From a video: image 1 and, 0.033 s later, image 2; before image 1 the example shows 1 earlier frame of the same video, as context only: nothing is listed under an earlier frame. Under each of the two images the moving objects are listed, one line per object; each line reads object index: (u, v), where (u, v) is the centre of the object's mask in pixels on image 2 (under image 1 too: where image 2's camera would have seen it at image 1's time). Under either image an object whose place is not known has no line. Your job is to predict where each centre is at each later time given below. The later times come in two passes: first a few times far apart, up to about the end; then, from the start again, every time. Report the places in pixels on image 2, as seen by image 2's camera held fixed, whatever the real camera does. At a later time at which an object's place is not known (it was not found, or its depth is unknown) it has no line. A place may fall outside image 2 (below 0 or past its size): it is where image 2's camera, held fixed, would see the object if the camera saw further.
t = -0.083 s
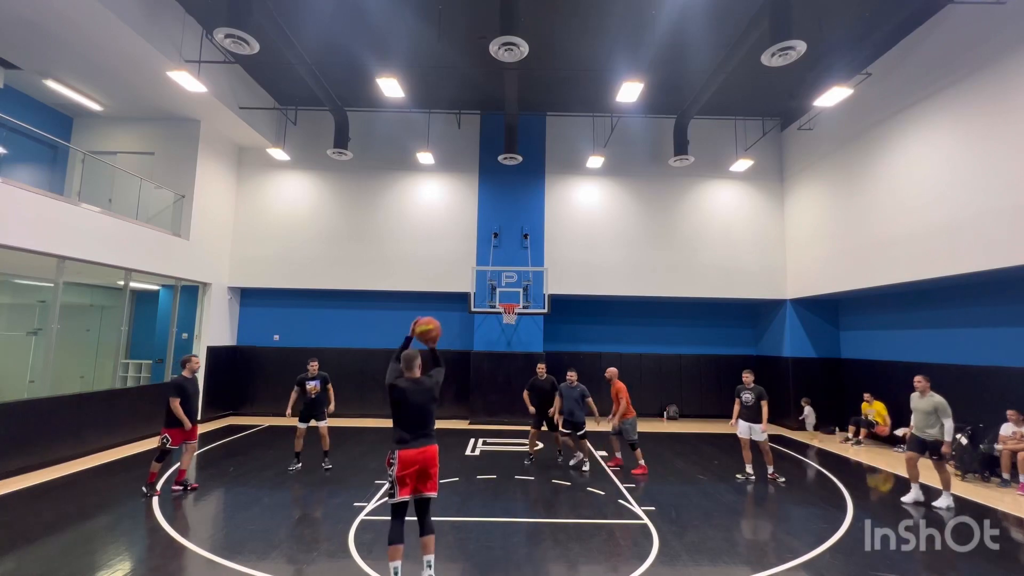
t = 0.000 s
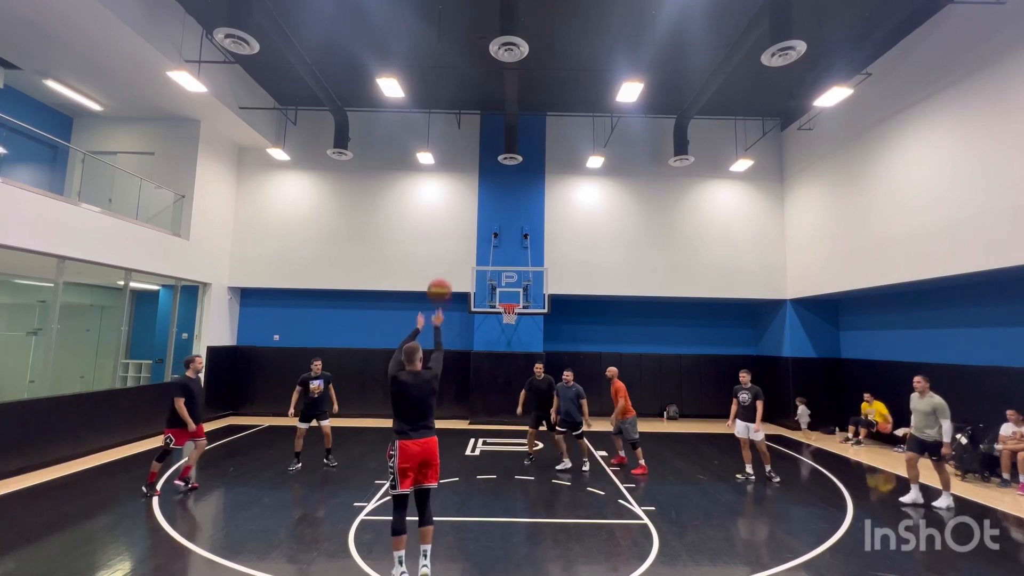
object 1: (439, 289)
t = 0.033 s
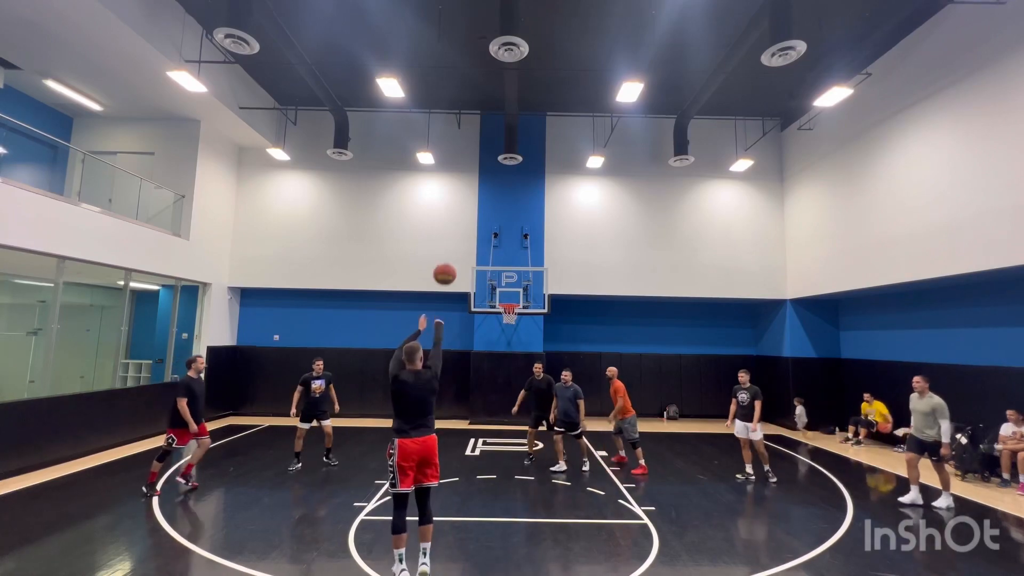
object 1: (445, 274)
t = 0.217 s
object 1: (466, 220)
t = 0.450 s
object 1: (483, 205)
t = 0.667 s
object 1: (493, 219)
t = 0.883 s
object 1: (501, 252)
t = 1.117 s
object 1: (507, 299)
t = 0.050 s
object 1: (447, 266)
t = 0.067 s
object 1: (449, 260)
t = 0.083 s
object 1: (451, 254)
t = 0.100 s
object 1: (454, 248)
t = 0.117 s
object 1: (456, 243)
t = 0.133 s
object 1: (457, 238)
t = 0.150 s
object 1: (459, 234)
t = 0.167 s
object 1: (461, 230)
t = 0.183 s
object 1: (463, 227)
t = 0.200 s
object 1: (464, 223)
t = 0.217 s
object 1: (466, 220)
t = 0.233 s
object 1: (467, 218)
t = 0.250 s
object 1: (469, 215)
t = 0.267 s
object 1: (470, 213)
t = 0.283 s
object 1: (471, 211)
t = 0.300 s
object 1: (473, 210)
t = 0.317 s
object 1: (474, 208)
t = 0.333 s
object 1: (475, 207)
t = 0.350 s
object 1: (477, 206)
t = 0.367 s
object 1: (478, 206)
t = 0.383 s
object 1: (479, 205)
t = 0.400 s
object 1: (480, 205)
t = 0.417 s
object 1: (481, 205)
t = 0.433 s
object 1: (482, 205)
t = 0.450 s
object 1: (483, 205)
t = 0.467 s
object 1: (484, 205)
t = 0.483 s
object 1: (485, 205)
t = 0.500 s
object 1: (486, 206)
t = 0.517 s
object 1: (487, 207)
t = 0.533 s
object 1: (487, 208)
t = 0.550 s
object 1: (488, 209)
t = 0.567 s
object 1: (489, 210)
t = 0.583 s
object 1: (490, 211)
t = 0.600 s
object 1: (491, 213)
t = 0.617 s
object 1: (491, 214)
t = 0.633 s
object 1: (492, 216)
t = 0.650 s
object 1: (493, 217)
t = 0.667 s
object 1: (493, 219)
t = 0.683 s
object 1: (494, 221)
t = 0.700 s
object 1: (495, 223)
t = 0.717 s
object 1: (496, 225)
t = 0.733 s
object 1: (496, 228)
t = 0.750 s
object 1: (497, 230)
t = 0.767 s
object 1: (497, 232)
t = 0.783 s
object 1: (498, 235)
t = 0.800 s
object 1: (498, 238)
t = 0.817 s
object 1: (499, 240)
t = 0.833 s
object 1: (499, 244)
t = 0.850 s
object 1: (500, 246)
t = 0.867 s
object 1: (501, 249)
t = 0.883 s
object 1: (501, 252)
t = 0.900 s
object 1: (501, 255)
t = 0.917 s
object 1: (502, 258)
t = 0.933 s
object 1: (503, 261)
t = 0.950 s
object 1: (503, 264)
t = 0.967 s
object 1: (503, 268)
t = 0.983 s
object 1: (504, 272)
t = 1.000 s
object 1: (504, 276)
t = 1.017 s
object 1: (505, 279)
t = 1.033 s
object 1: (505, 282)
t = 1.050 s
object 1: (506, 286)
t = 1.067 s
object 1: (506, 290)
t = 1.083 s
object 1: (507, 293)
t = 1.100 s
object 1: (507, 297)
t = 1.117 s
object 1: (507, 299)
